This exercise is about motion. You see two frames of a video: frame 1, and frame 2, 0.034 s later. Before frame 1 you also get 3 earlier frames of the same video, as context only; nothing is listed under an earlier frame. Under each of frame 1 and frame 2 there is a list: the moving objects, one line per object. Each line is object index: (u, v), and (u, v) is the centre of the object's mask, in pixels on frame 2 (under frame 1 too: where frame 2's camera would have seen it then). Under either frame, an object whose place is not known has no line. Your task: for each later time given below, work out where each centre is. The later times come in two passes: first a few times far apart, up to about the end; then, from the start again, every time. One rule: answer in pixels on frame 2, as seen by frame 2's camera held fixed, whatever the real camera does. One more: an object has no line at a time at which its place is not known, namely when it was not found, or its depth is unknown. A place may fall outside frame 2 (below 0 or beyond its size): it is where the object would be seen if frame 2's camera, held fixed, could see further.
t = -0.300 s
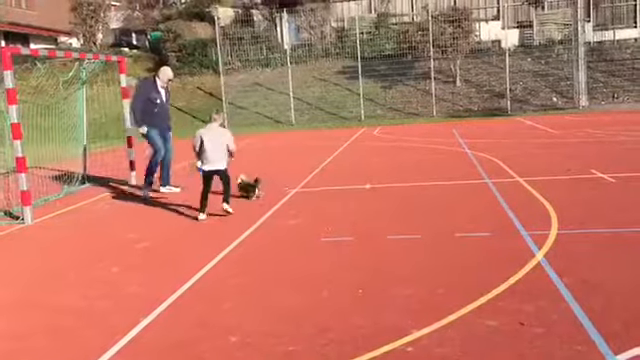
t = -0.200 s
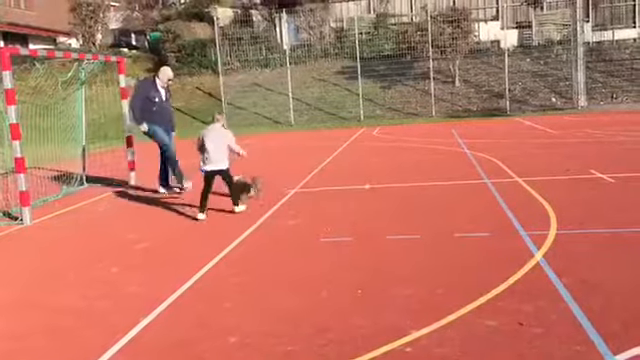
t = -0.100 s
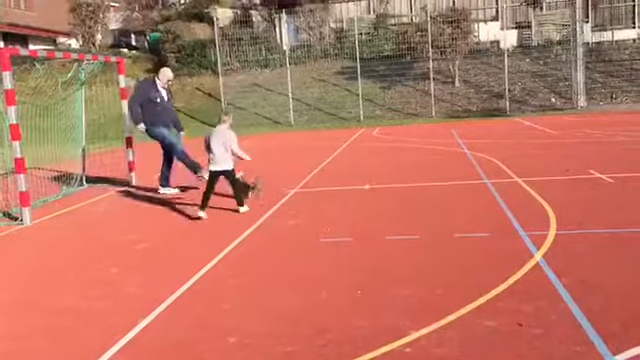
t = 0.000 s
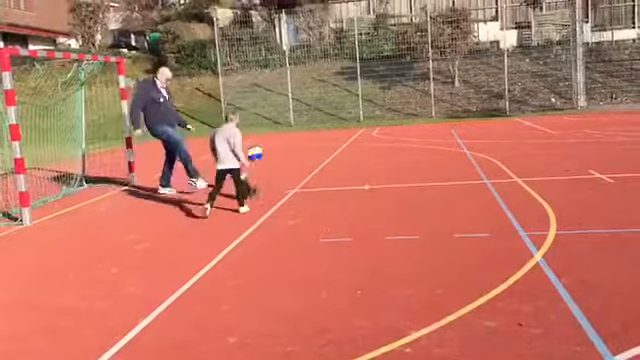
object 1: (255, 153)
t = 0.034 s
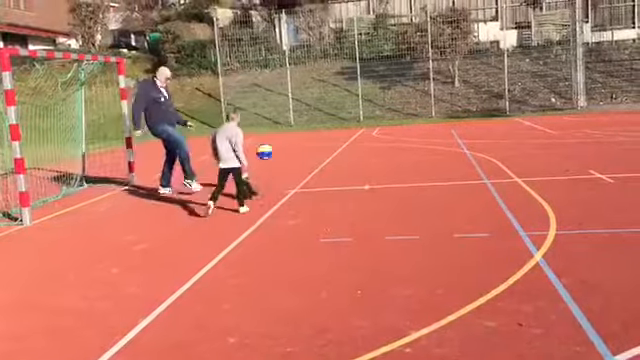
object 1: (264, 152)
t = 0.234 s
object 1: (326, 155)
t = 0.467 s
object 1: (392, 174)
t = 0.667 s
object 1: (433, 163)
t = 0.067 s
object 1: (274, 150)
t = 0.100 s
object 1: (284, 150)
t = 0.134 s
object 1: (294, 150)
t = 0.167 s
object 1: (305, 151)
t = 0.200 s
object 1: (314, 153)
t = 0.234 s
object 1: (326, 155)
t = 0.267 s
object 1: (336, 160)
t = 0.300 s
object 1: (348, 165)
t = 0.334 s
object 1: (357, 169)
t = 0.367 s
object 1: (368, 175)
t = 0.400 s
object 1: (378, 182)
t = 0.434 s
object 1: (386, 179)
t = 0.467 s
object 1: (392, 174)
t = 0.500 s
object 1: (399, 169)
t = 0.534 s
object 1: (406, 168)
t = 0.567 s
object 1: (413, 165)
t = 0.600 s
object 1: (420, 164)
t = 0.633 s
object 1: (427, 163)
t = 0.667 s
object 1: (433, 163)
